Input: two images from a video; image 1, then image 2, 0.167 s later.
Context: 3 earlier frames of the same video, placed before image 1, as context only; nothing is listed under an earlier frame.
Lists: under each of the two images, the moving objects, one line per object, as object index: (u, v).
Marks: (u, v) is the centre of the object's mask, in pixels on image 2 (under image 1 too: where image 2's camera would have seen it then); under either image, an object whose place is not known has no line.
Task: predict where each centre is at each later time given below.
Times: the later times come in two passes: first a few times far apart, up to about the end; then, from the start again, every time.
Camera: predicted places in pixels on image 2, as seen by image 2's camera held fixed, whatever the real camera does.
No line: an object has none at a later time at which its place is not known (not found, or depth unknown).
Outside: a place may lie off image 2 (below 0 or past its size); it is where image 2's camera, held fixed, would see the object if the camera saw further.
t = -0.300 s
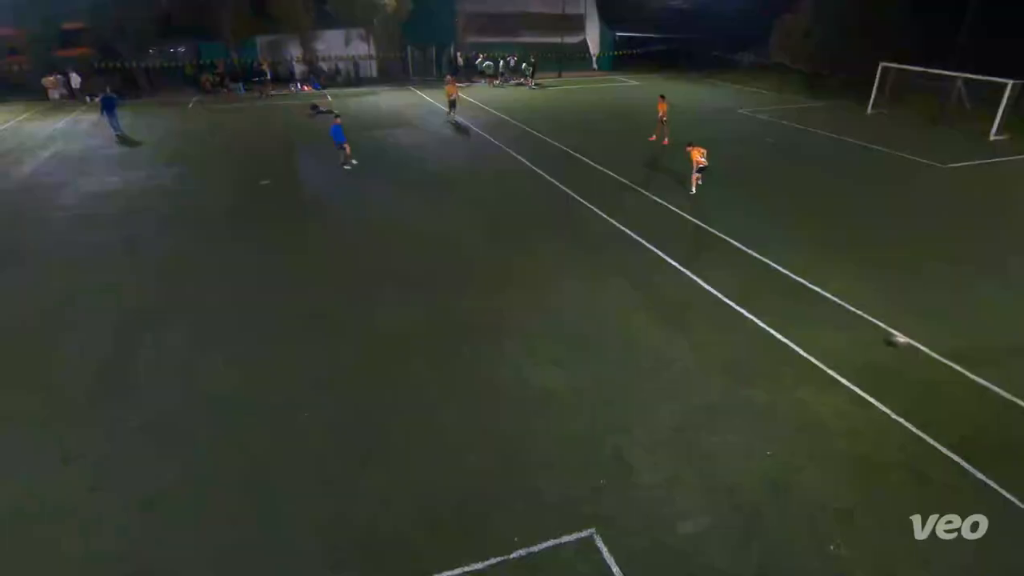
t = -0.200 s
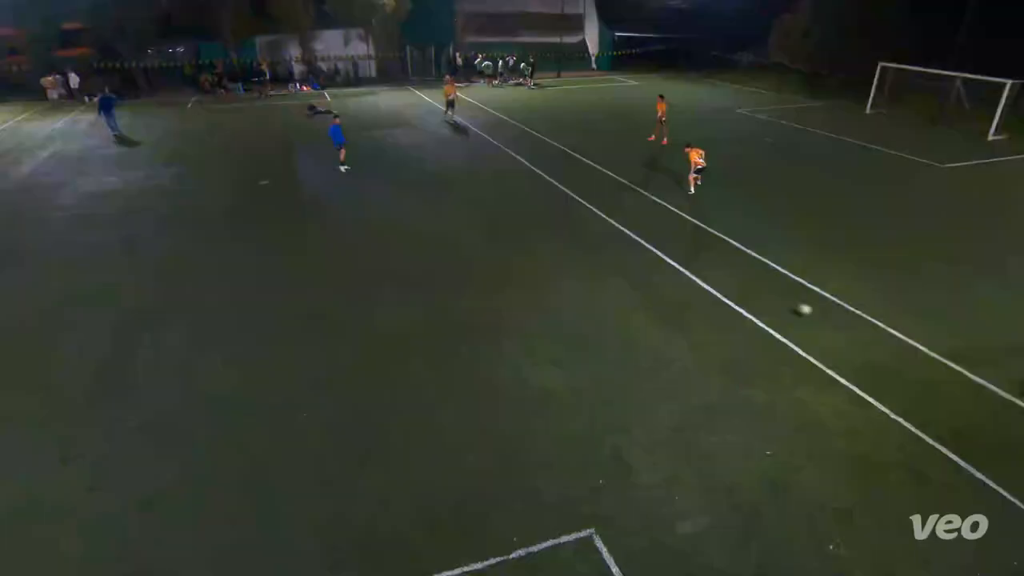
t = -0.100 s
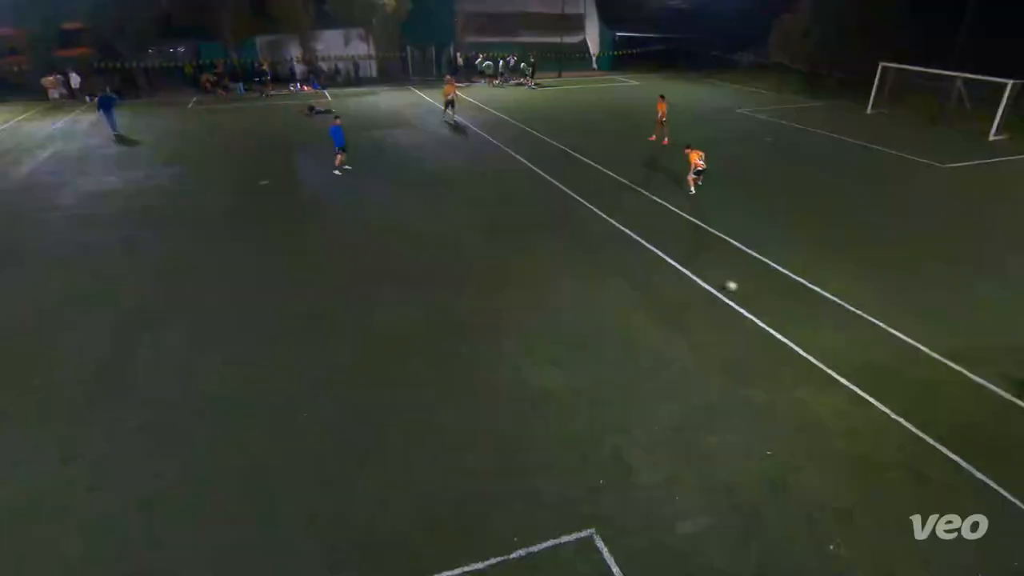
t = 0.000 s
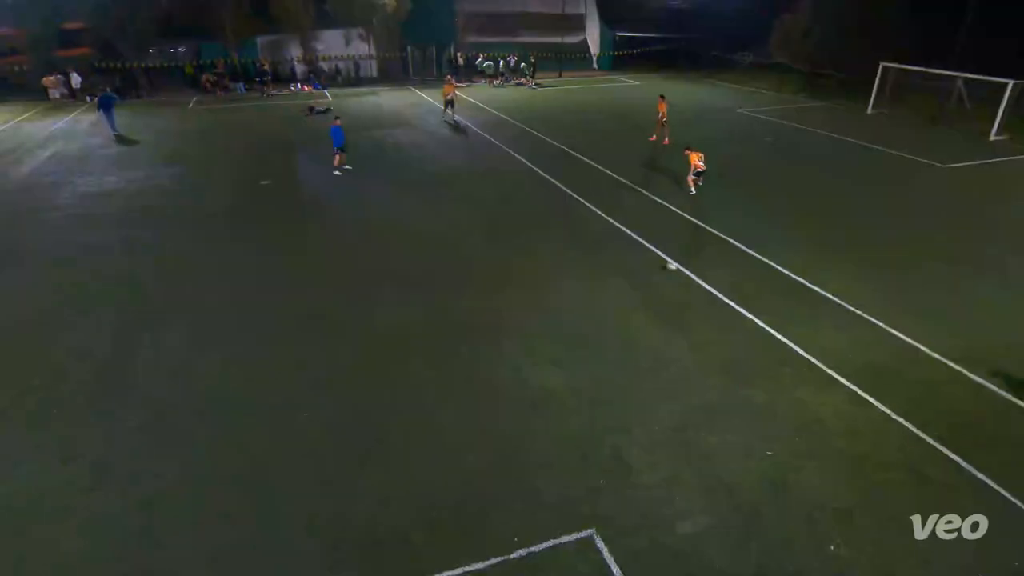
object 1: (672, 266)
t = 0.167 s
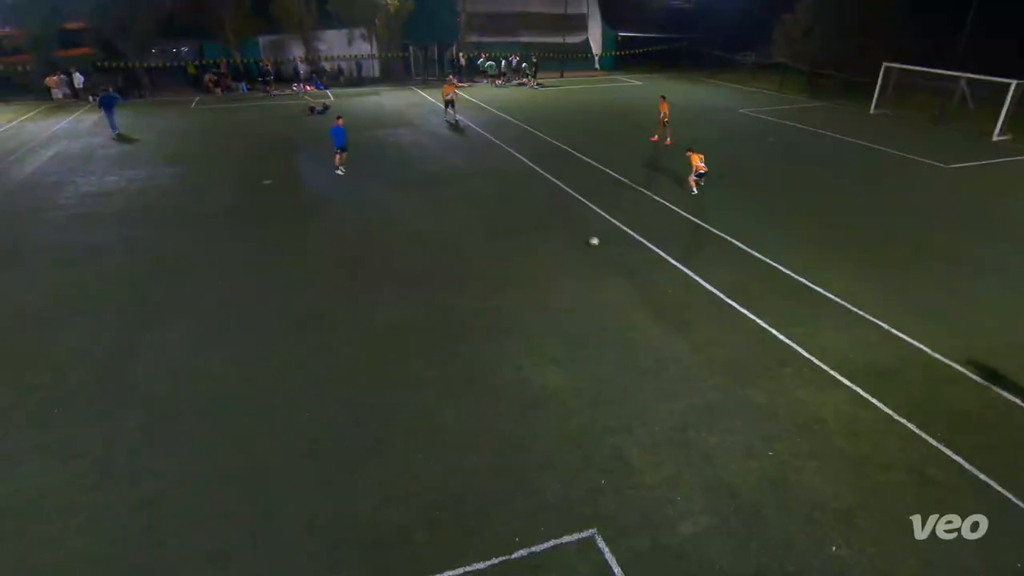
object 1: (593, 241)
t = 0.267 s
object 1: (555, 230)
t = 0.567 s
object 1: (470, 206)
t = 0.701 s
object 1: (441, 196)
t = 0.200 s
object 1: (580, 237)
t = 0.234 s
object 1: (567, 234)
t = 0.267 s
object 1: (555, 230)
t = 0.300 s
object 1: (543, 227)
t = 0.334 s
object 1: (532, 224)
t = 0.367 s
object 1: (522, 221)
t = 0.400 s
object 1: (512, 218)
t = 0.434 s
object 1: (503, 215)
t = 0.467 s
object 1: (494, 212)
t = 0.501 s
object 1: (486, 209)
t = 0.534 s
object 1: (478, 207)
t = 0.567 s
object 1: (470, 206)
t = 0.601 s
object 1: (462, 202)
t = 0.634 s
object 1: (455, 200)
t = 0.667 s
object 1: (448, 198)
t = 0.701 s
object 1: (441, 196)
